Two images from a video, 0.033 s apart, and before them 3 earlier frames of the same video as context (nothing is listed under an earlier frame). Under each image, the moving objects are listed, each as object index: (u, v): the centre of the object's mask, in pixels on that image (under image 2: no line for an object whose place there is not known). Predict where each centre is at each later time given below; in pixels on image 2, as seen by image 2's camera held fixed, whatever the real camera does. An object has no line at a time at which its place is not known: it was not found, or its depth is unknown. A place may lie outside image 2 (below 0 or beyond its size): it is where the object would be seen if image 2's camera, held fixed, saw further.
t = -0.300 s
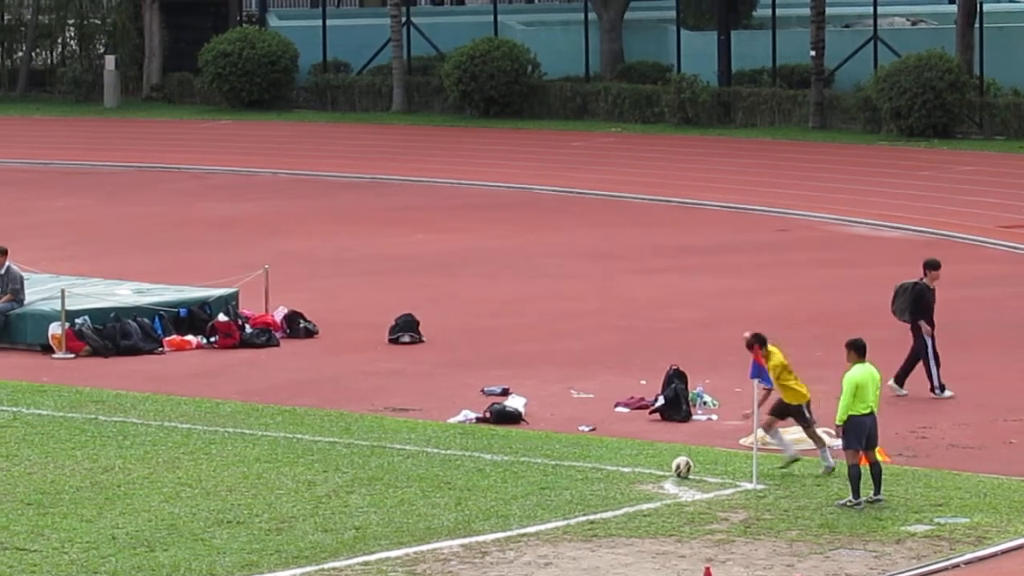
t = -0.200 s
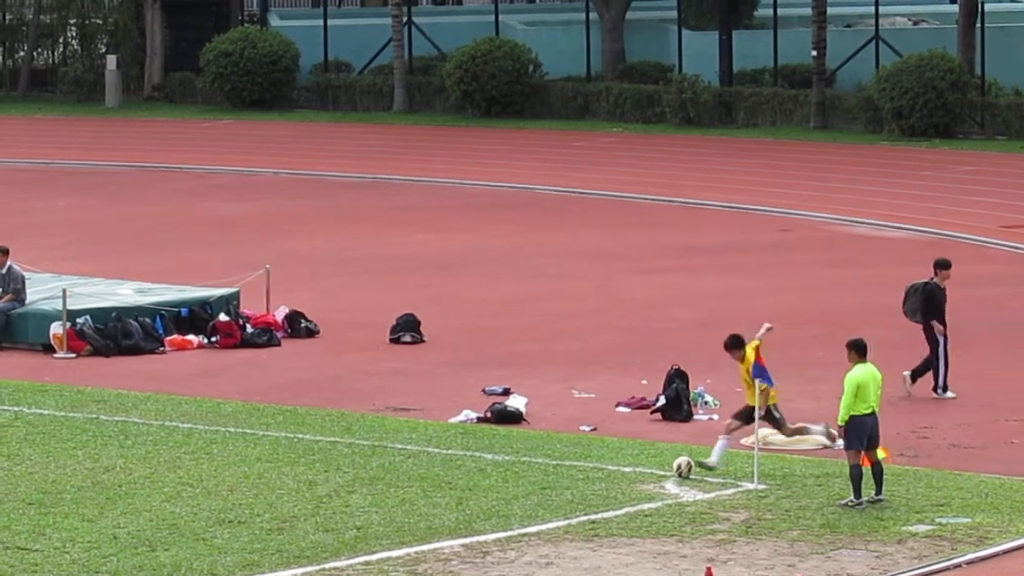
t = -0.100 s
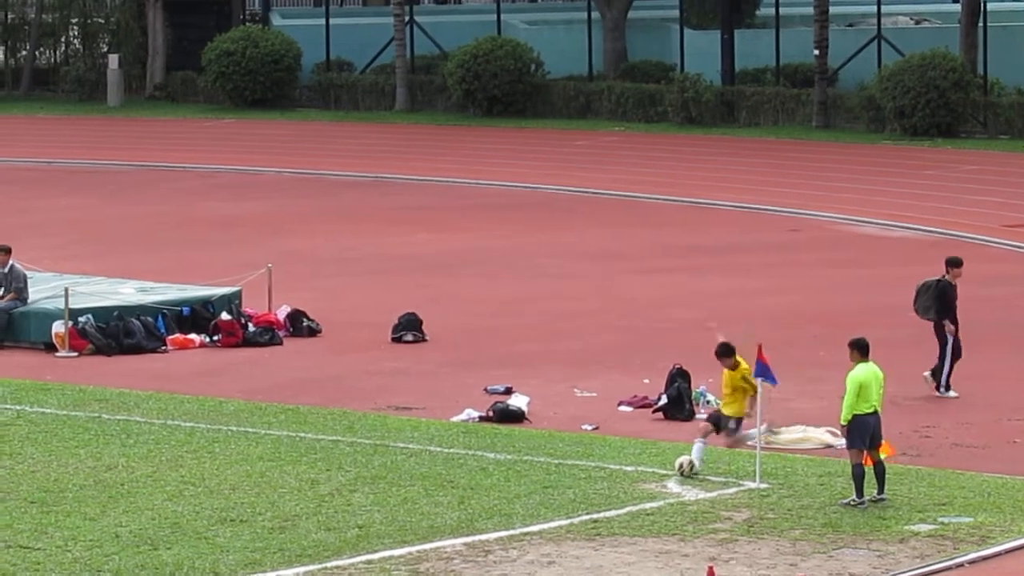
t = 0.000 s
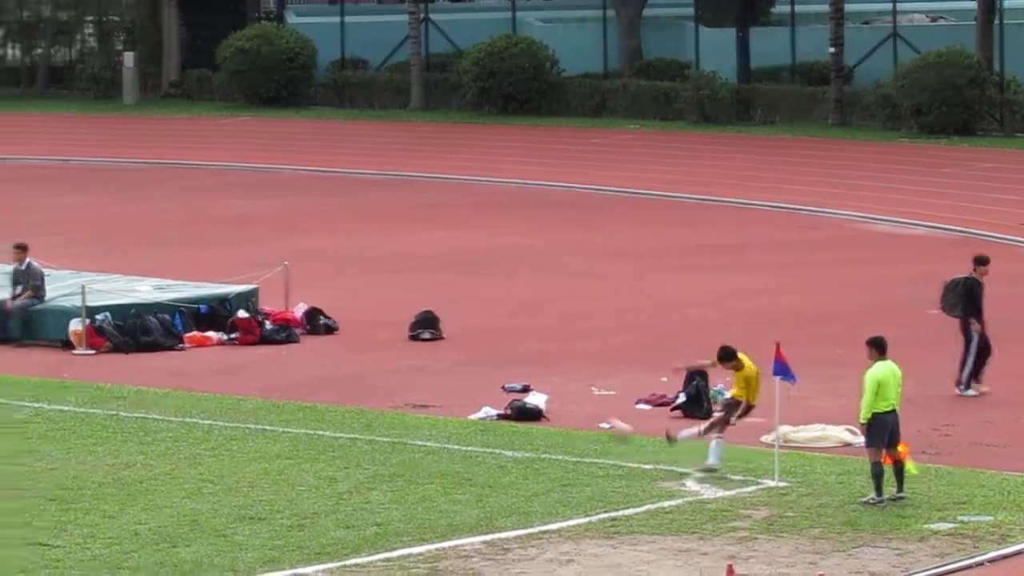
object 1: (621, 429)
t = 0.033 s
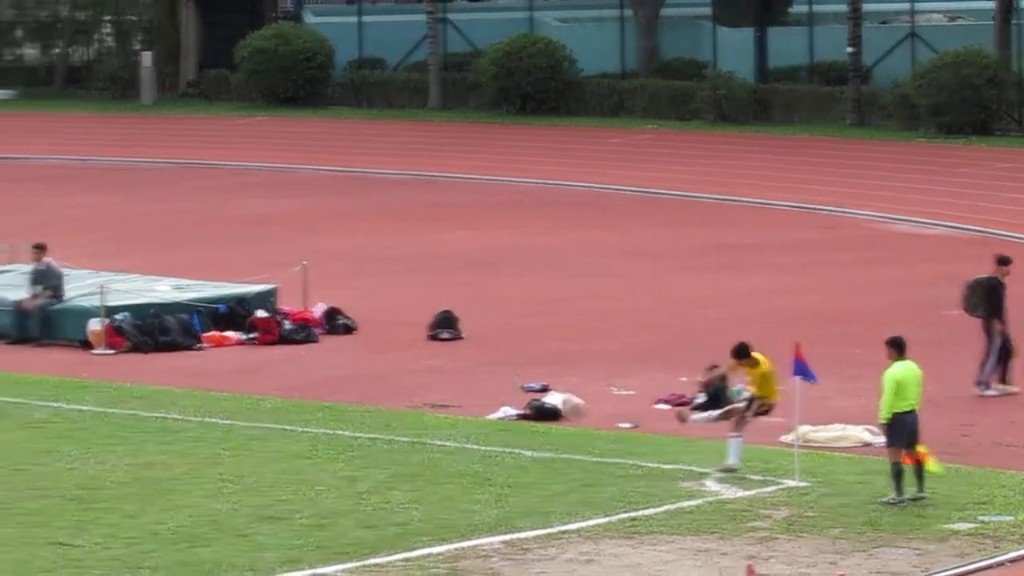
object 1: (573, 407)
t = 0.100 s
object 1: (449, 360)
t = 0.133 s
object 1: (389, 341)
